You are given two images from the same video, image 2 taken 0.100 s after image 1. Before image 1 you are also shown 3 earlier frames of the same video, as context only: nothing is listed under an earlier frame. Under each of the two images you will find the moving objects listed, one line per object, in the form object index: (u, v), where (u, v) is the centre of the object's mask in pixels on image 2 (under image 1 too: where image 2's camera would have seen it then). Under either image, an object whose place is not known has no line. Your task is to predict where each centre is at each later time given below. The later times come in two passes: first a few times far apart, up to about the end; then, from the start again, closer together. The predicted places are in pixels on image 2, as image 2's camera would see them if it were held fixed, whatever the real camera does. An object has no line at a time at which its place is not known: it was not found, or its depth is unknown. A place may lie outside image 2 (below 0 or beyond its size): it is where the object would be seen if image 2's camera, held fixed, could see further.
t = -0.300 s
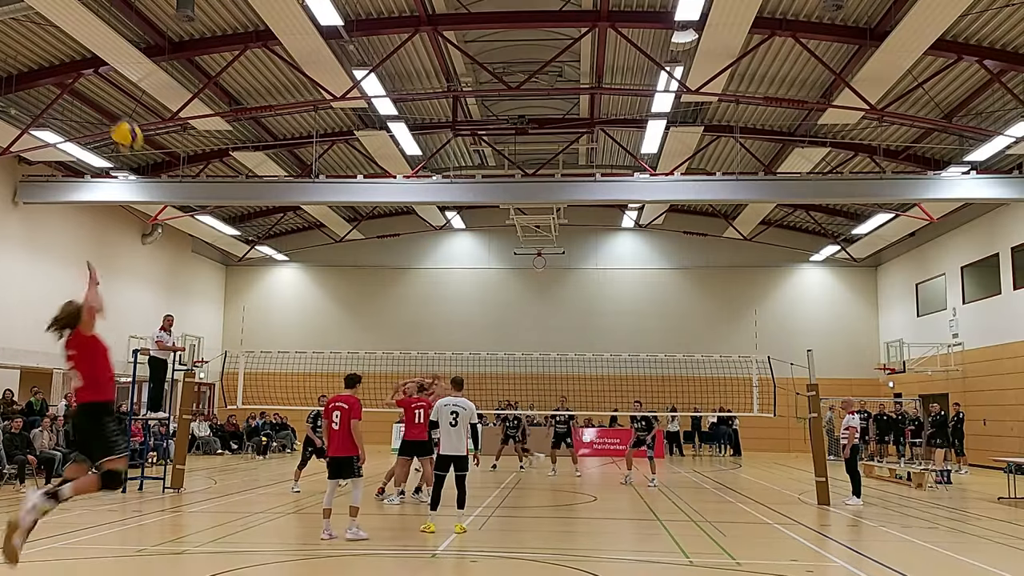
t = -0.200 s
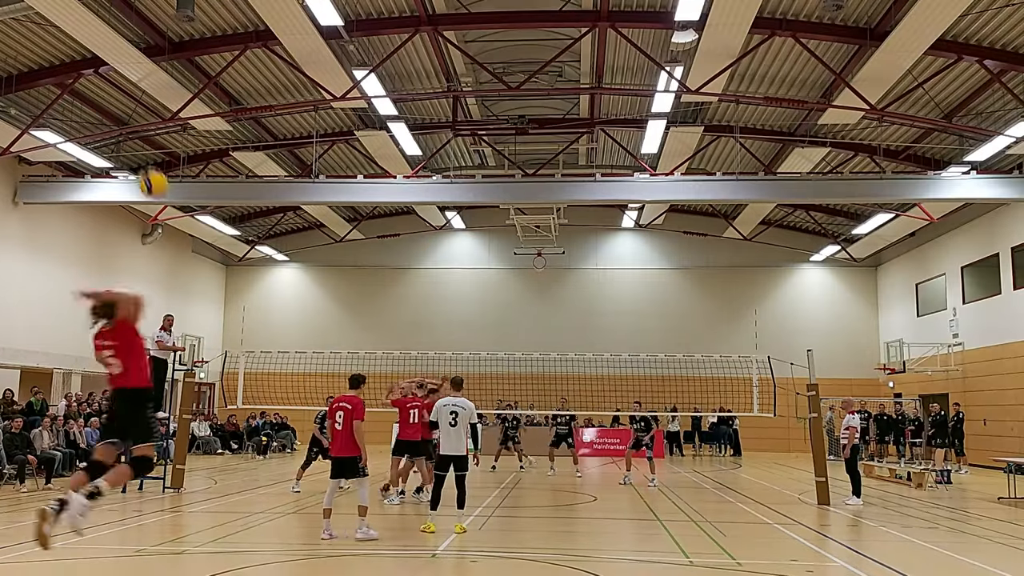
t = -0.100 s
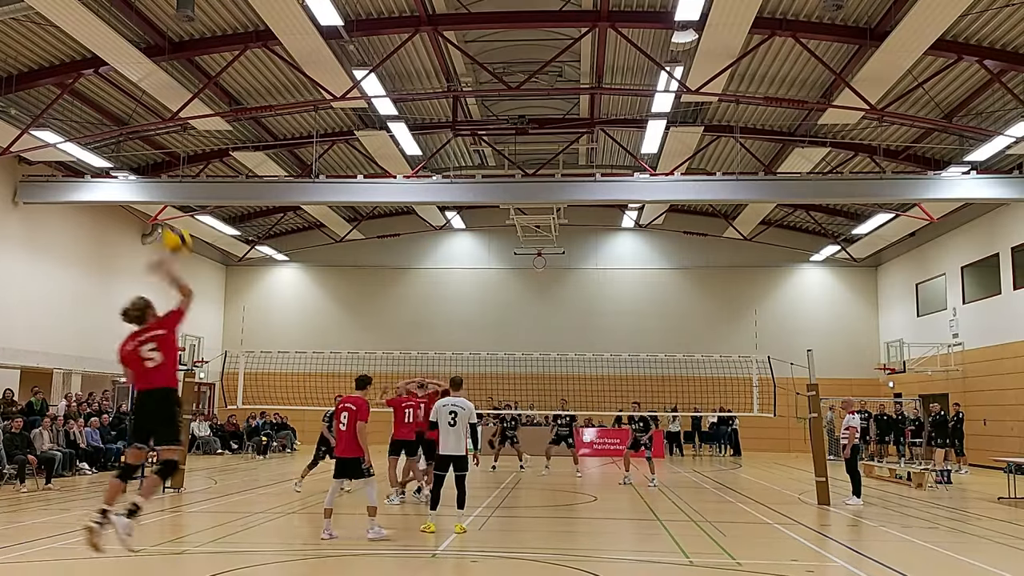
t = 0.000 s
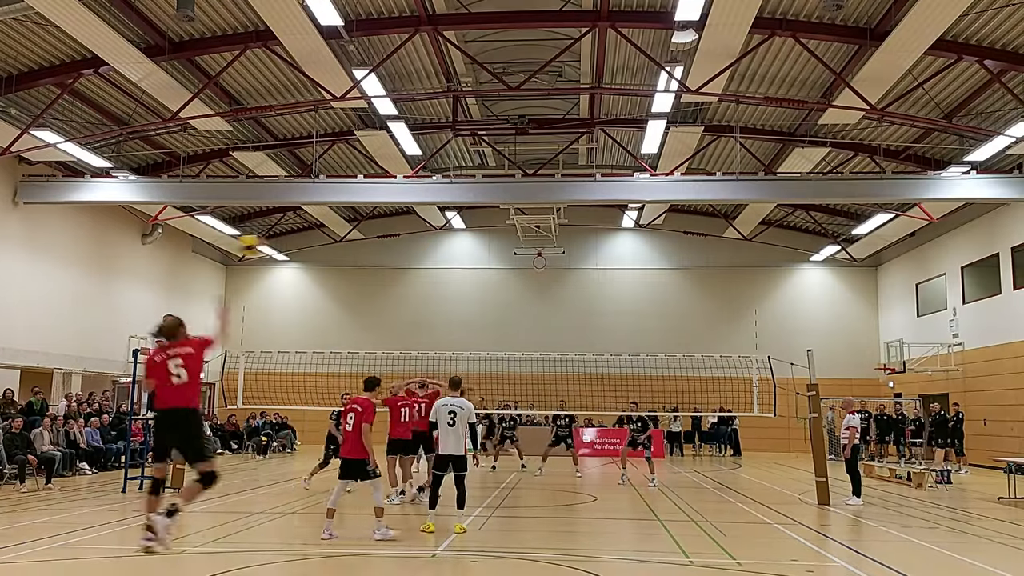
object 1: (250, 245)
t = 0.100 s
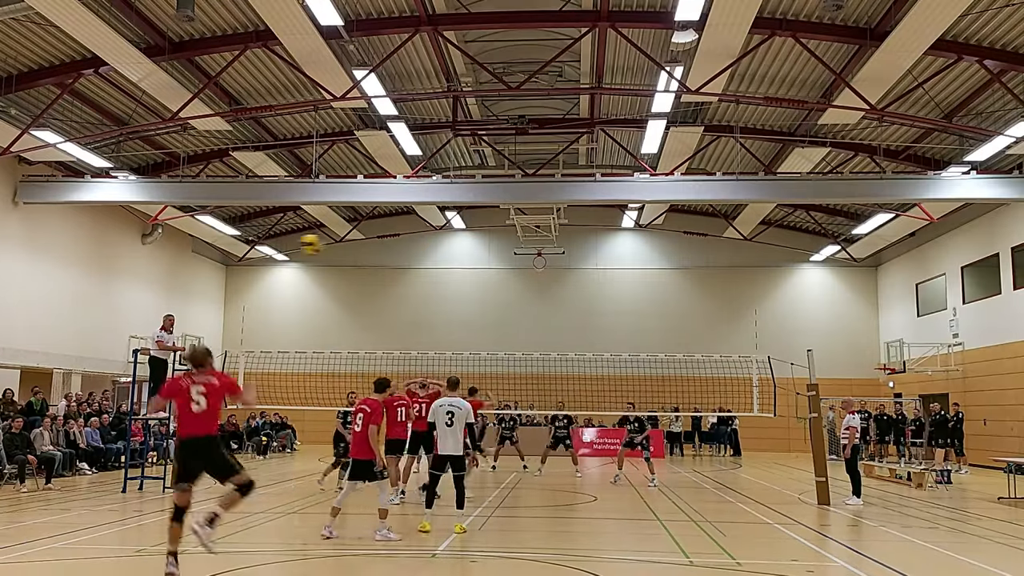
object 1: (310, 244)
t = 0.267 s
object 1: (373, 253)
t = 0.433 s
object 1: (411, 276)
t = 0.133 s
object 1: (327, 245)
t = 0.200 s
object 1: (352, 248)
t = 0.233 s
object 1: (363, 250)
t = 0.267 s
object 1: (373, 253)
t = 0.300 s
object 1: (382, 257)
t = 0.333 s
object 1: (391, 261)
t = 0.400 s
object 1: (405, 270)
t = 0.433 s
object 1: (411, 276)
